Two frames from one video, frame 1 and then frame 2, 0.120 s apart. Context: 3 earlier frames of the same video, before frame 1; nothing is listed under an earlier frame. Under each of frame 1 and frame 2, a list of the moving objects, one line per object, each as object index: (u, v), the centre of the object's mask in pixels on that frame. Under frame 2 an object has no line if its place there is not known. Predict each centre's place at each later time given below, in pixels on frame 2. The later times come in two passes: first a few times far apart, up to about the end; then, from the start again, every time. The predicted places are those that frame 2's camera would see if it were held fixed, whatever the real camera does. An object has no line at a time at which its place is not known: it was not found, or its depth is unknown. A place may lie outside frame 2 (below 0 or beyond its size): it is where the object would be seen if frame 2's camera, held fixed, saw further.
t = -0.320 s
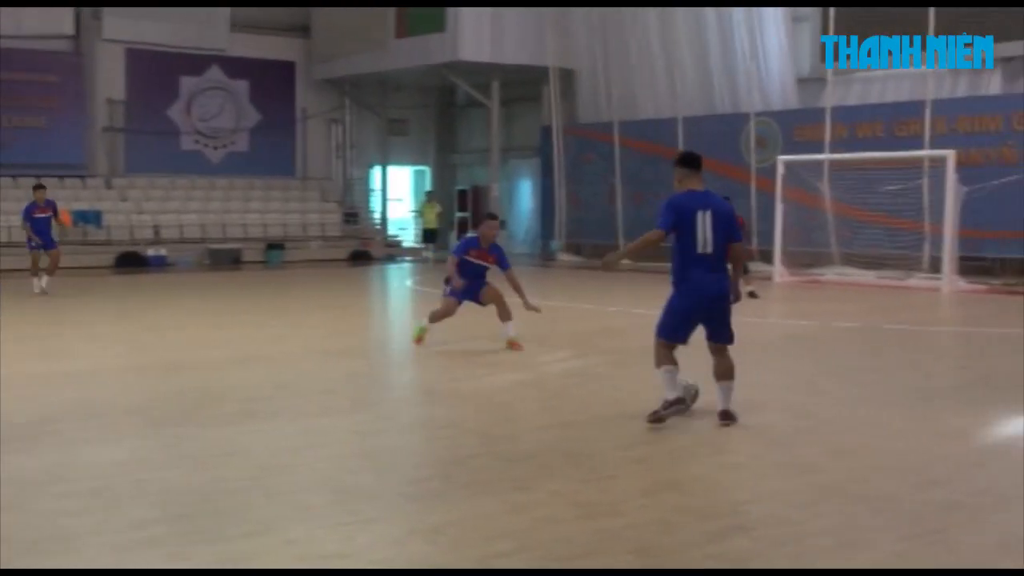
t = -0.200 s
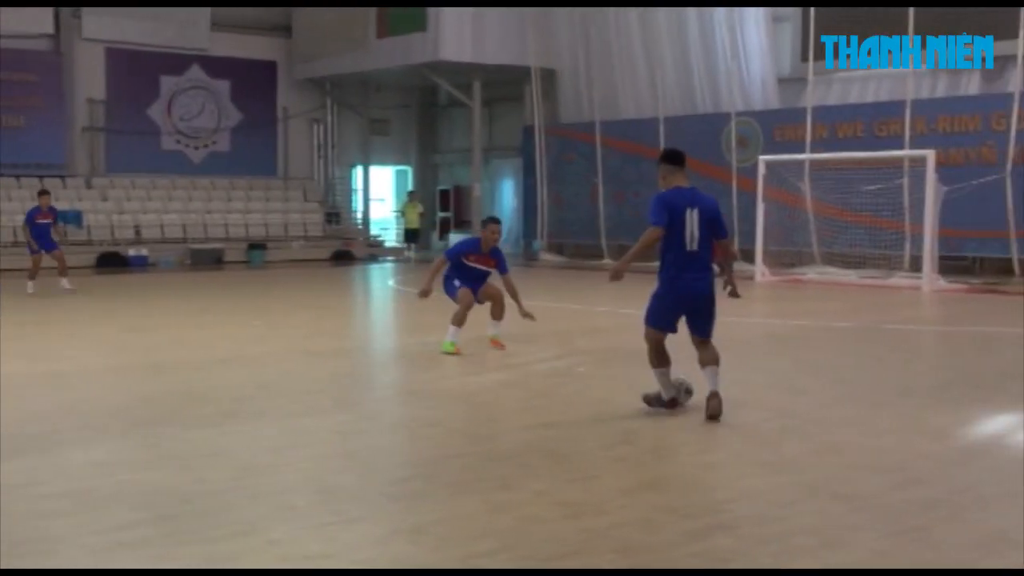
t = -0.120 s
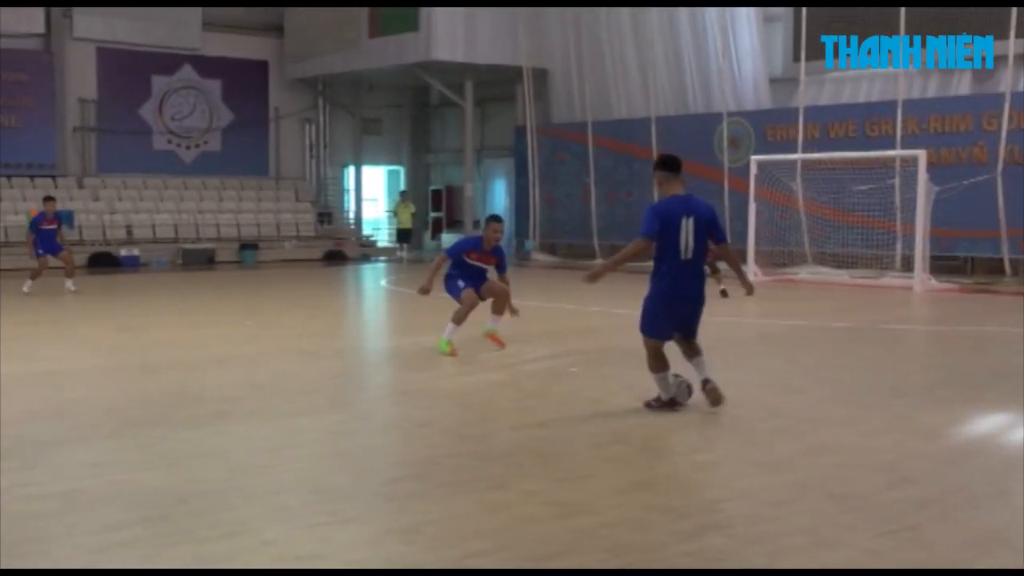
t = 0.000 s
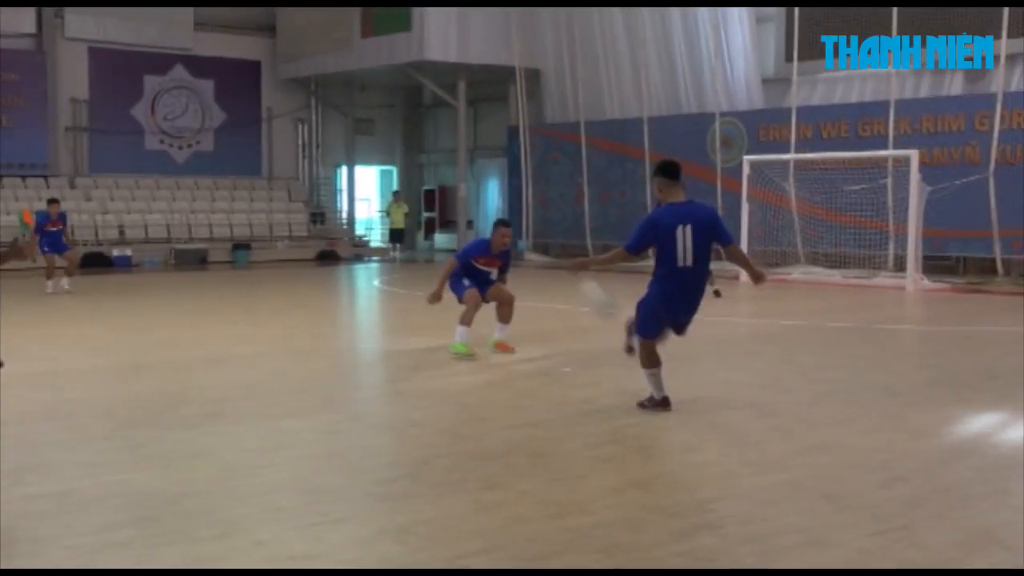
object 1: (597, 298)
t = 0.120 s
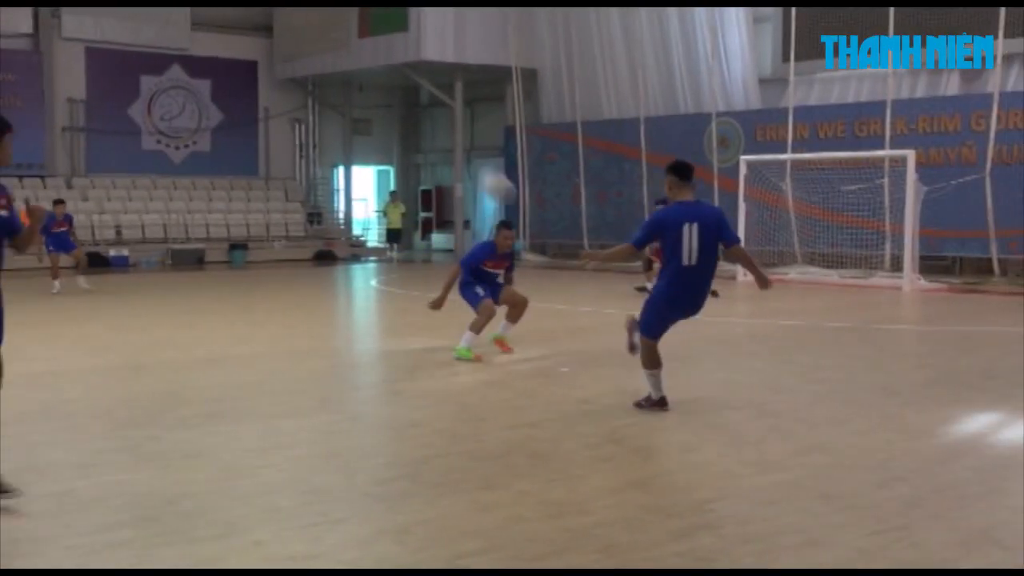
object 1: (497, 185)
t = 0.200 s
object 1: (439, 130)
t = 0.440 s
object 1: (291, 27)
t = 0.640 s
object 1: (199, 8)
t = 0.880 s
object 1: (108, 34)
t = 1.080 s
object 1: (47, 92)
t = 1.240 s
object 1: (8, 156)
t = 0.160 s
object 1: (466, 154)
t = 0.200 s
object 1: (439, 130)
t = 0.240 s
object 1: (411, 106)
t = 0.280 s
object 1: (385, 85)
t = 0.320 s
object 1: (361, 67)
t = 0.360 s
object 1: (336, 50)
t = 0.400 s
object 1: (312, 38)
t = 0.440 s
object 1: (291, 27)
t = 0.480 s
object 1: (271, 19)
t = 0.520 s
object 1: (252, 14)
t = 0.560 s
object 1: (234, 11)
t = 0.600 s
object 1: (216, 9)
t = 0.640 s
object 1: (199, 8)
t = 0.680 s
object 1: (183, 9)
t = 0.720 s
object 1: (166, 9)
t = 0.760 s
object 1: (151, 13)
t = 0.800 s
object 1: (136, 19)
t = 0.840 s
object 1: (122, 26)
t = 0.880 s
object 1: (108, 34)
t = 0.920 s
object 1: (95, 43)
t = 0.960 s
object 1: (83, 53)
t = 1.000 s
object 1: (71, 63)
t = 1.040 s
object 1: (59, 75)
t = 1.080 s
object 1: (47, 92)
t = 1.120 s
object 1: (37, 106)
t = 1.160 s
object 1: (27, 122)
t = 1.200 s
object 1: (17, 139)
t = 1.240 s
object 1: (8, 156)
